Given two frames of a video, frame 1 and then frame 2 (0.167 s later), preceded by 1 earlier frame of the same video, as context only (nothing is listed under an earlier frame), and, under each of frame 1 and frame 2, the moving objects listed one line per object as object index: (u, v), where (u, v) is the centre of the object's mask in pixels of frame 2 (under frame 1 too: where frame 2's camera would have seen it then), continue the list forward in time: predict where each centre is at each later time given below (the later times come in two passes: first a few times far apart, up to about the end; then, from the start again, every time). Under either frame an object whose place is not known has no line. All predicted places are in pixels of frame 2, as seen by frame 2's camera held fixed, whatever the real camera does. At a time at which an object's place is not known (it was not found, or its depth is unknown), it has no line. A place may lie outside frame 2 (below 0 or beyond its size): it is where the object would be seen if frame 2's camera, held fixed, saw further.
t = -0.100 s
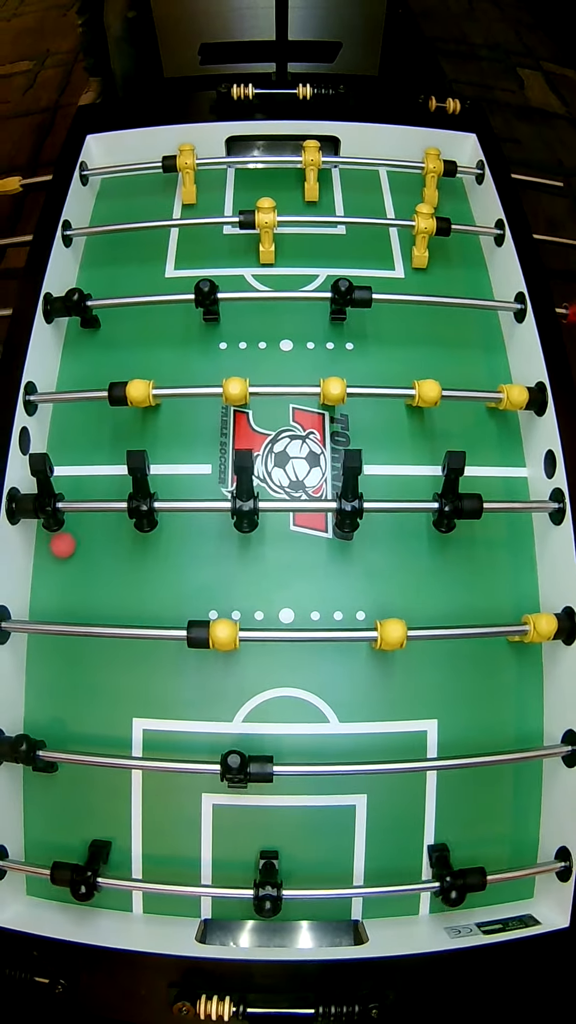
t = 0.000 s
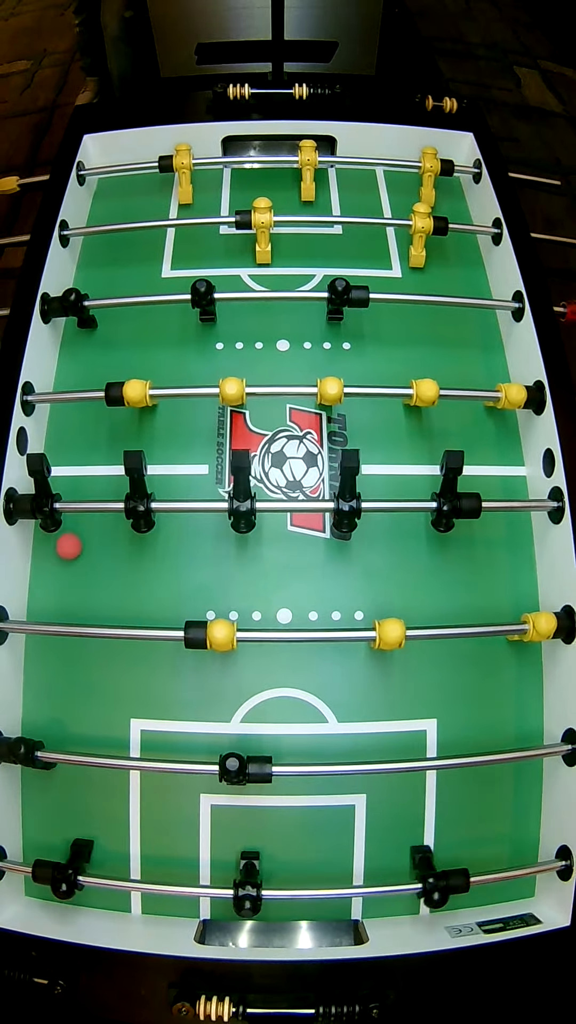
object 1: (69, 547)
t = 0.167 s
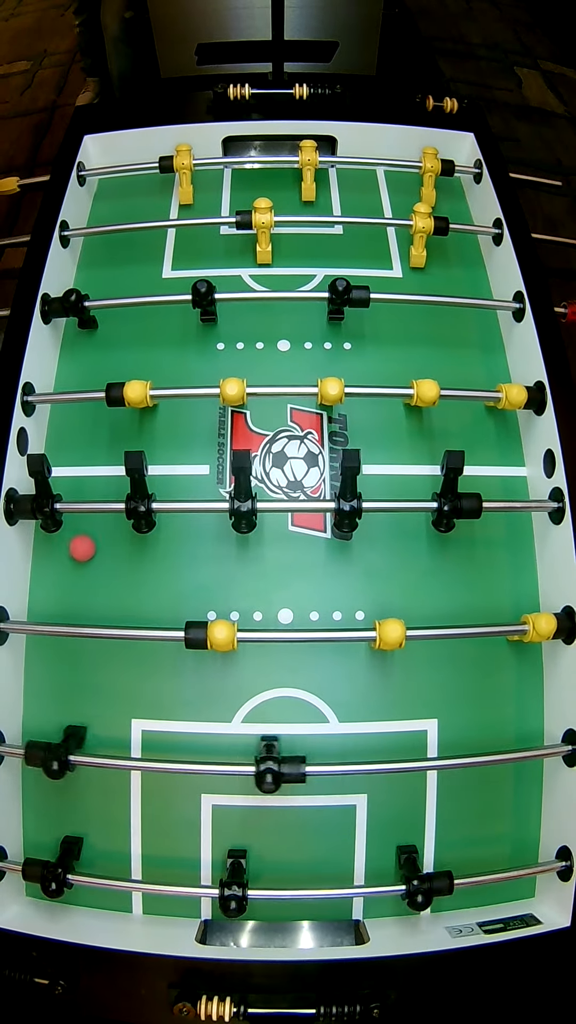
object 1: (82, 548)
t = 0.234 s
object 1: (87, 549)
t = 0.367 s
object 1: (94, 550)
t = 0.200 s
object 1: (84, 549)
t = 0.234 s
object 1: (87, 549)
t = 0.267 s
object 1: (89, 549)
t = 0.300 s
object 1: (91, 549)
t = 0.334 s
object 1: (93, 550)
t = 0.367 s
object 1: (94, 550)
